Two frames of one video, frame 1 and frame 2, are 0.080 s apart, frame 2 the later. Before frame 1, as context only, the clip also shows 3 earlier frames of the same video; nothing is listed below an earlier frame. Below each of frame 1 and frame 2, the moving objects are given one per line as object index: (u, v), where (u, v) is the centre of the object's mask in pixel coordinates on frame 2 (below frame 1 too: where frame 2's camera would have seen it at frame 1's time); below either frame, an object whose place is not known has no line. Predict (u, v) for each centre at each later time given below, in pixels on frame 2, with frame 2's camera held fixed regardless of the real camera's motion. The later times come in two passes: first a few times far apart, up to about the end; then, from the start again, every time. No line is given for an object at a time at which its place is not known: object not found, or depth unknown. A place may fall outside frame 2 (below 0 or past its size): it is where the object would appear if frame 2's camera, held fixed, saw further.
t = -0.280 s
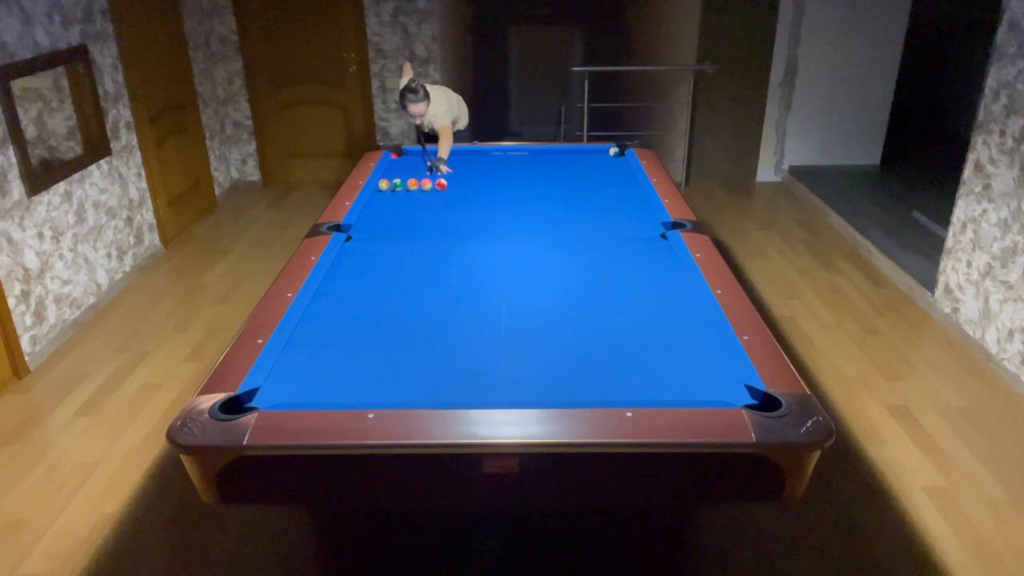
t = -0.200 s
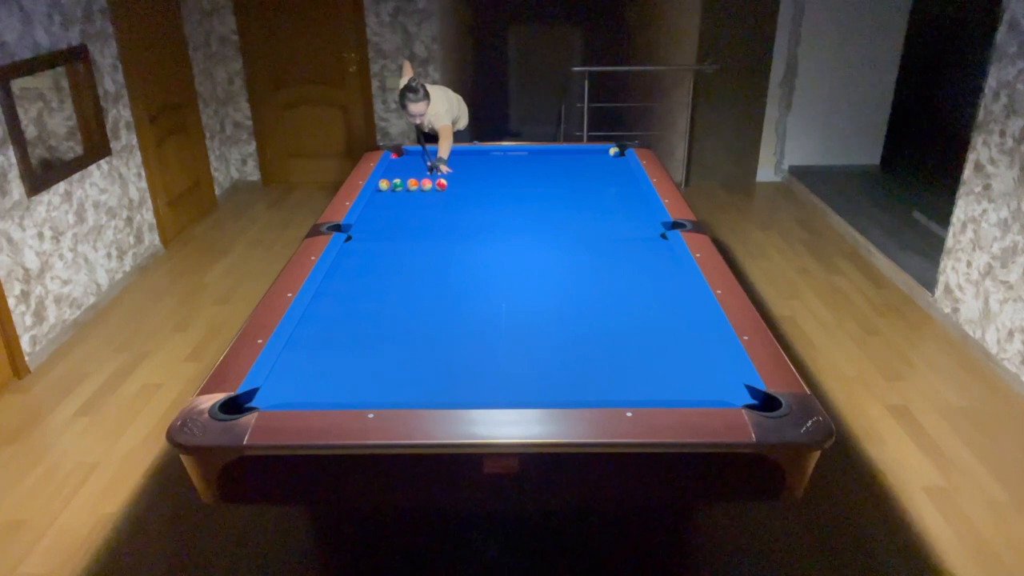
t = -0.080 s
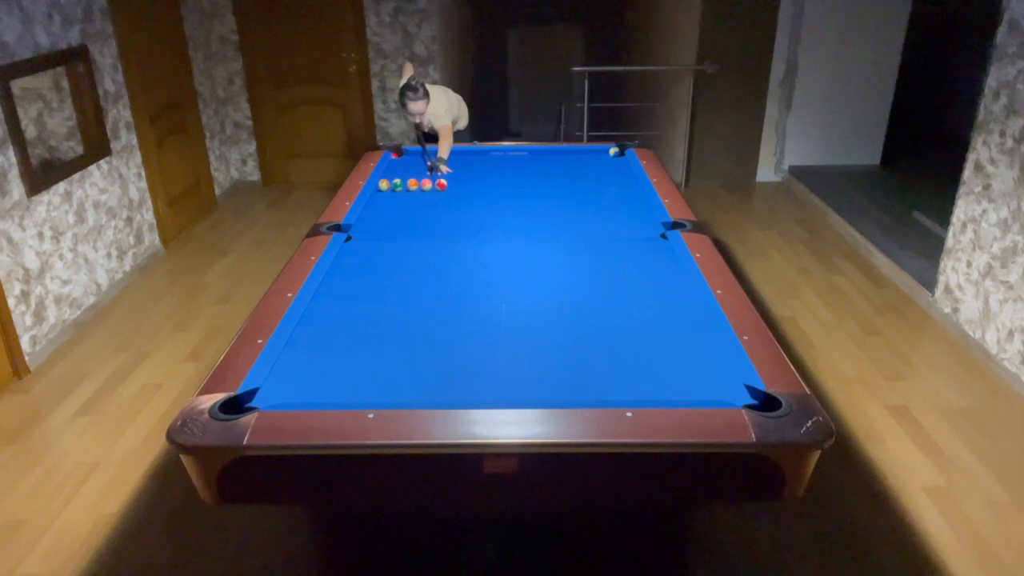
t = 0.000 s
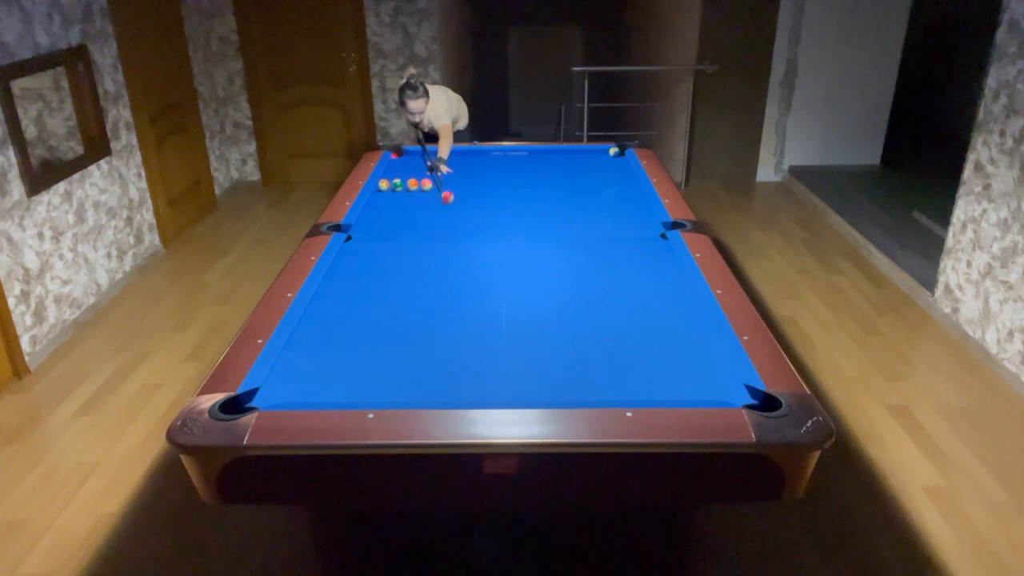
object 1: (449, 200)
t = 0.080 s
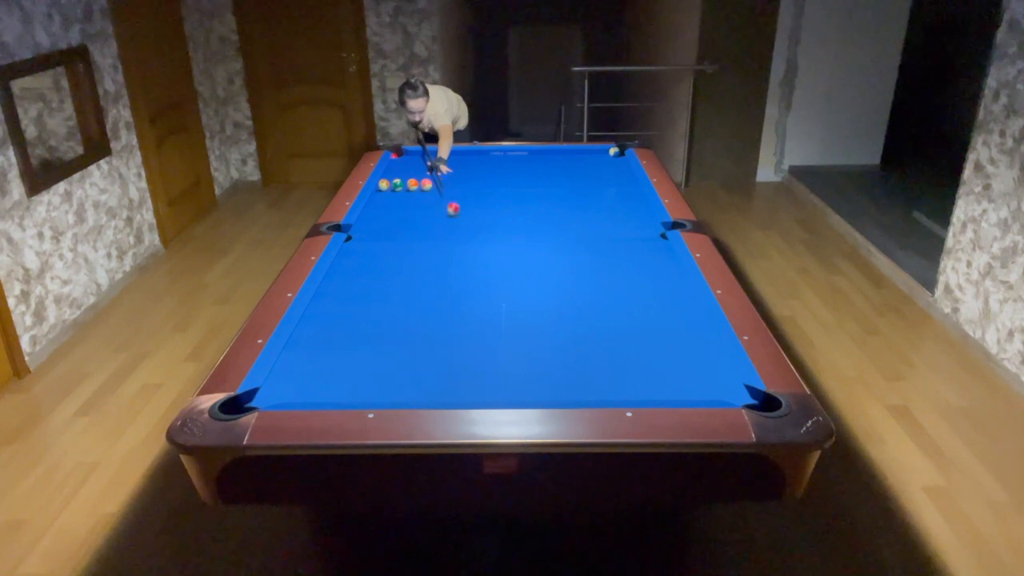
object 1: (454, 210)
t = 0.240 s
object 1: (467, 241)
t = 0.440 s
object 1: (490, 285)
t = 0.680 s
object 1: (523, 354)
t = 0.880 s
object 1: (552, 375)
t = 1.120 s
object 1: (568, 325)
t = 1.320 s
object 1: (579, 296)
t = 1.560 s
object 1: (590, 267)
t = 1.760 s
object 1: (598, 247)
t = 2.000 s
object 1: (606, 224)
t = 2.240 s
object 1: (613, 207)
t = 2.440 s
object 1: (618, 193)
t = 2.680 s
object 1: (624, 180)
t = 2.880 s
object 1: (626, 169)
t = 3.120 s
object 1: (615, 159)
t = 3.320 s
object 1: (606, 153)
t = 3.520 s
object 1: (592, 151)
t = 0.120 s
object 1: (458, 219)
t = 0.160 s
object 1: (460, 225)
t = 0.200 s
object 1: (465, 234)
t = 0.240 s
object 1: (467, 241)
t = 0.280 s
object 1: (471, 248)
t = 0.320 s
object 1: (476, 258)
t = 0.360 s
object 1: (480, 265)
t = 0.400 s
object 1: (485, 277)
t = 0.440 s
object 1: (490, 285)
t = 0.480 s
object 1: (493, 294)
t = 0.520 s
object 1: (500, 307)
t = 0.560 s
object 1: (505, 317)
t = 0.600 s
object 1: (512, 333)
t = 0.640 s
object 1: (517, 343)
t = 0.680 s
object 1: (523, 354)
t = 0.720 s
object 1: (532, 374)
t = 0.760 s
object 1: (539, 387)
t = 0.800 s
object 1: (547, 391)
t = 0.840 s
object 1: (550, 385)
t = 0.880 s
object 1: (552, 375)
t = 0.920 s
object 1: (555, 362)
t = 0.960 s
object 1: (558, 354)
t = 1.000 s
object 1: (561, 345)
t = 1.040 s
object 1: (563, 338)
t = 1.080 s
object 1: (565, 333)
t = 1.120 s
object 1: (568, 325)
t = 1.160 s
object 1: (570, 320)
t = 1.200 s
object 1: (573, 312)
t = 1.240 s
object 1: (575, 307)
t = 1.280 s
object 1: (576, 302)
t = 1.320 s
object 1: (579, 296)
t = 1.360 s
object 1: (581, 291)
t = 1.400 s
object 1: (583, 285)
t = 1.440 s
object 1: (584, 280)
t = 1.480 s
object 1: (586, 277)
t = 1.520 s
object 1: (588, 271)
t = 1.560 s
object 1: (590, 267)
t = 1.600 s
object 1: (592, 262)
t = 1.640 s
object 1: (593, 258)
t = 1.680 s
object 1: (594, 255)
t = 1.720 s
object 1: (596, 250)
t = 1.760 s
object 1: (598, 247)
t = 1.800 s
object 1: (599, 242)
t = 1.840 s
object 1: (600, 239)
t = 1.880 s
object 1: (602, 236)
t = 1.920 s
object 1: (603, 231)
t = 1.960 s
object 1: (604, 228)
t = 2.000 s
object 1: (606, 224)
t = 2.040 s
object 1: (607, 222)
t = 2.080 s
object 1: (608, 219)
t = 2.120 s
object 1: (610, 216)
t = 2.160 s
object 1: (610, 213)
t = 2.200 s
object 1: (612, 209)
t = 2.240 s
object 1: (613, 207)
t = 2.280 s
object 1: (614, 205)
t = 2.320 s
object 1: (615, 201)
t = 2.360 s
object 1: (616, 199)
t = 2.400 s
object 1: (617, 196)
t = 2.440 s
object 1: (618, 193)
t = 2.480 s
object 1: (619, 192)
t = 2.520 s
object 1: (620, 188)
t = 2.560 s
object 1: (621, 187)
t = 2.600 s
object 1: (622, 183)
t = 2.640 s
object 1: (623, 182)
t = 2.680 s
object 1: (624, 180)
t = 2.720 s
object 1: (625, 177)
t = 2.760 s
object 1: (625, 176)
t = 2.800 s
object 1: (627, 173)
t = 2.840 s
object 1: (627, 171)
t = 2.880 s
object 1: (626, 169)
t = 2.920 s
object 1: (624, 167)
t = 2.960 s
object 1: (623, 166)
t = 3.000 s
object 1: (621, 163)
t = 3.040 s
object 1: (619, 163)
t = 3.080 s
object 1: (617, 161)
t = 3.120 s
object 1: (615, 159)
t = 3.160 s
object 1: (614, 157)
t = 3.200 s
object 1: (613, 155)
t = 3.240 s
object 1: (612, 154)
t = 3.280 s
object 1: (610, 153)
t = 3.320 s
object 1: (606, 153)
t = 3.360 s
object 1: (604, 153)
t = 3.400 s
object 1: (601, 152)
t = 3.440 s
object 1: (598, 152)
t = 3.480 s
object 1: (595, 152)
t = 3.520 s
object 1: (592, 151)
